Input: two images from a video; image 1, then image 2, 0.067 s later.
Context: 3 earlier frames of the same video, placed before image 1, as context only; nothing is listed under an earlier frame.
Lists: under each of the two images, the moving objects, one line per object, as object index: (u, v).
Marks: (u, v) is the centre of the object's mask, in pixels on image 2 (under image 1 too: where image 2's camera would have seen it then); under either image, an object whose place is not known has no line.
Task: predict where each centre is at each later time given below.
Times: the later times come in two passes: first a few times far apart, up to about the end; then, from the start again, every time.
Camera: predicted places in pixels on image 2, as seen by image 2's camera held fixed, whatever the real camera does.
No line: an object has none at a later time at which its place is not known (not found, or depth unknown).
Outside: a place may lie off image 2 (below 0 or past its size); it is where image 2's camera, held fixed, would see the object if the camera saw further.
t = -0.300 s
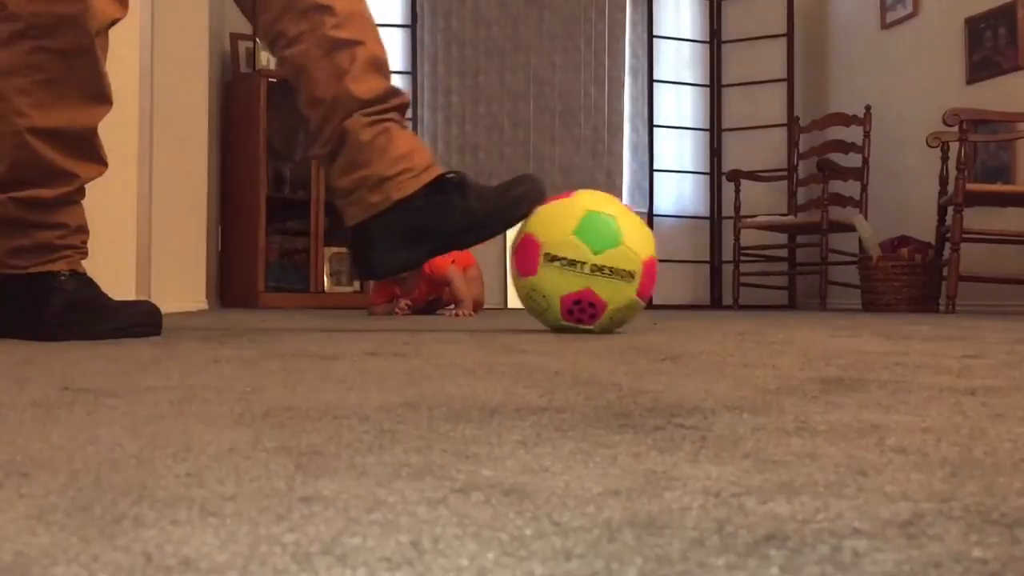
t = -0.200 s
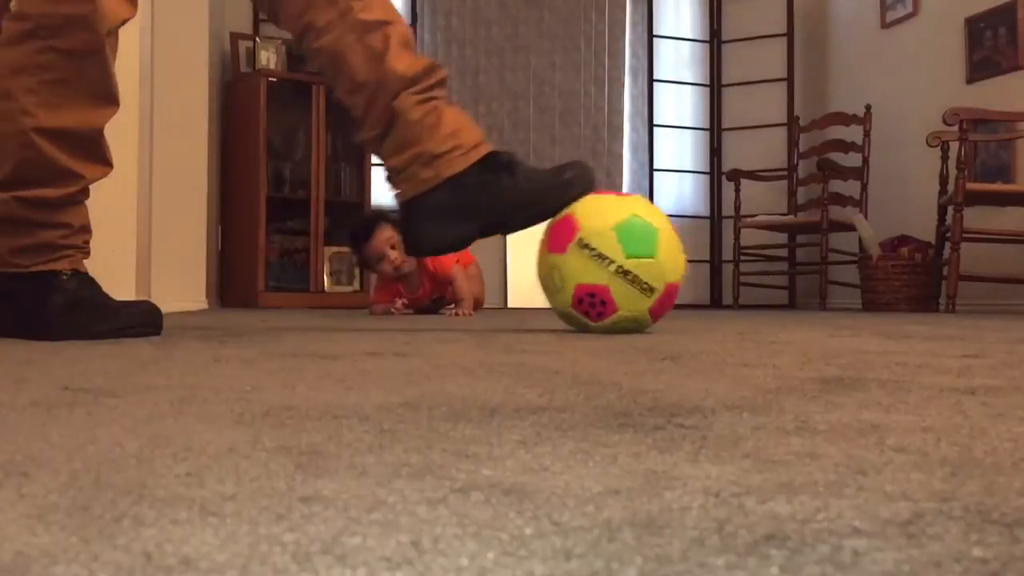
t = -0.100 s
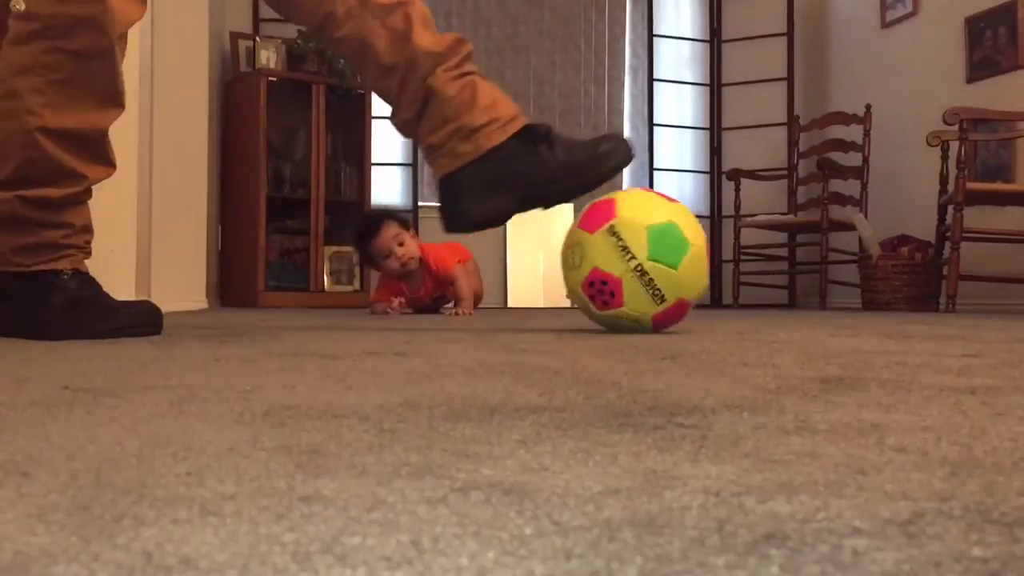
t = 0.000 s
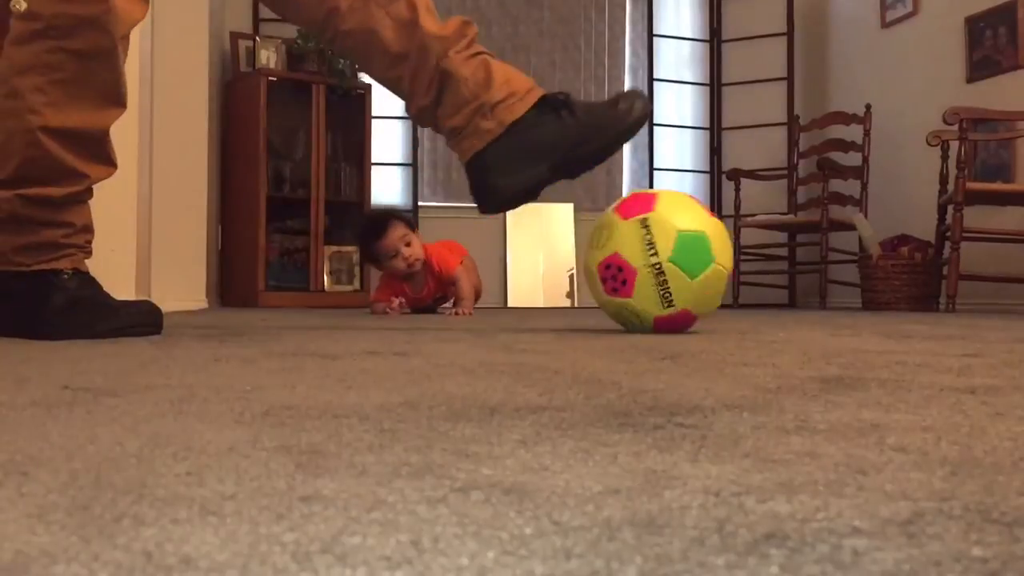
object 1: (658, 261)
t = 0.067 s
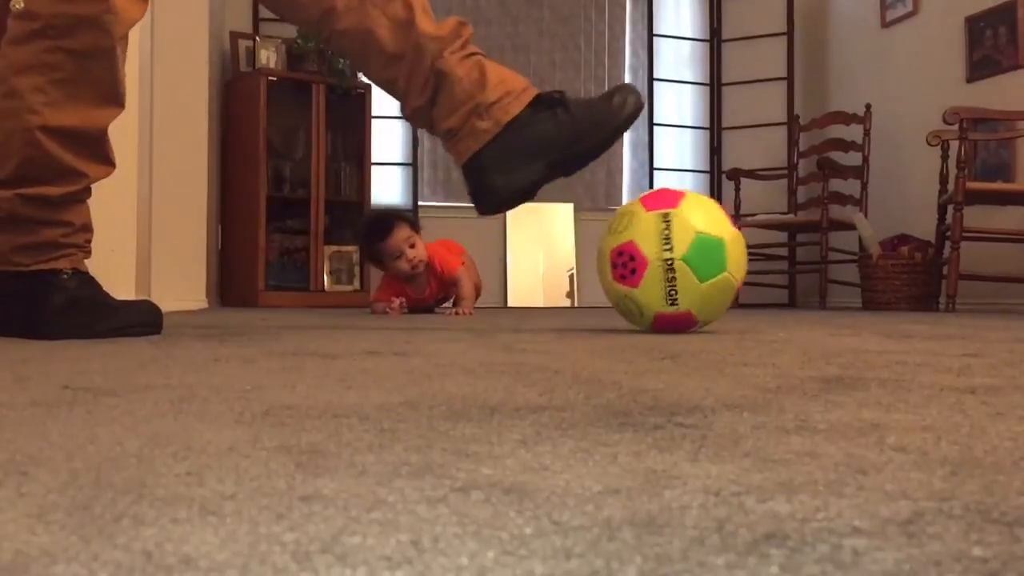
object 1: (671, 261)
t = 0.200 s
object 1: (697, 261)
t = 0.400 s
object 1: (728, 261)
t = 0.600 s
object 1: (749, 261)
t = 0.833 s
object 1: (765, 262)
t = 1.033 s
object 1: (776, 262)
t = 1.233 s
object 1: (780, 262)
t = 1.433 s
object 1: (779, 262)
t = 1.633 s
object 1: (779, 262)
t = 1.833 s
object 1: (779, 262)
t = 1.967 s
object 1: (779, 262)
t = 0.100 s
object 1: (678, 261)
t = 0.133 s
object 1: (684, 261)
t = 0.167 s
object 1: (690, 261)
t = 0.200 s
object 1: (697, 261)
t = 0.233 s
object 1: (703, 261)
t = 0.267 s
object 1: (709, 261)
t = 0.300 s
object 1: (715, 261)
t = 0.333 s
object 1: (720, 261)
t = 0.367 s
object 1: (724, 261)
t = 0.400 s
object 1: (728, 261)
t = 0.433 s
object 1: (732, 261)
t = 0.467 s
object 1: (736, 261)
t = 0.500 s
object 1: (740, 261)
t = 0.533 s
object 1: (743, 261)
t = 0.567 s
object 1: (746, 261)
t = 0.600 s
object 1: (749, 261)
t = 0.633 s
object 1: (752, 261)
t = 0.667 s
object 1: (755, 261)
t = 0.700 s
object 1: (757, 261)
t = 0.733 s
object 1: (759, 261)
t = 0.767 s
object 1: (761, 261)
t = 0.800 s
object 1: (763, 261)
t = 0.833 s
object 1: (765, 262)
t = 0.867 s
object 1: (767, 262)
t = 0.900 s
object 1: (769, 262)
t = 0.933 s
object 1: (771, 262)
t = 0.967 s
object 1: (773, 262)
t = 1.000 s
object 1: (775, 262)
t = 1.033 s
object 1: (776, 262)
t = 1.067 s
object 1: (777, 262)
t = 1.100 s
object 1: (779, 262)
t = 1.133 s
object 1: (779, 262)
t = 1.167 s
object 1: (780, 262)
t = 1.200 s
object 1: (780, 262)
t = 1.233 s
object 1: (780, 262)
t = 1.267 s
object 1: (780, 262)
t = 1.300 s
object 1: (780, 262)
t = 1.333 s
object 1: (779, 262)
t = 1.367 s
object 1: (779, 262)
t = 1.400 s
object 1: (779, 262)
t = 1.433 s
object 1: (779, 262)
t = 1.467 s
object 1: (779, 262)
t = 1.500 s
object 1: (779, 262)
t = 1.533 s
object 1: (779, 262)
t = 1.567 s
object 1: (779, 262)
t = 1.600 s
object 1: (779, 262)
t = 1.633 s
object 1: (779, 262)
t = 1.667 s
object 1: (779, 262)
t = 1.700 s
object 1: (779, 262)
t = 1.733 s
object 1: (779, 262)
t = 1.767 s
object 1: (779, 262)
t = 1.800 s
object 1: (779, 262)
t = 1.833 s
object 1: (779, 262)
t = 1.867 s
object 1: (779, 262)
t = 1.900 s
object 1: (779, 262)
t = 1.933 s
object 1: (779, 262)
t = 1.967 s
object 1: (779, 262)
